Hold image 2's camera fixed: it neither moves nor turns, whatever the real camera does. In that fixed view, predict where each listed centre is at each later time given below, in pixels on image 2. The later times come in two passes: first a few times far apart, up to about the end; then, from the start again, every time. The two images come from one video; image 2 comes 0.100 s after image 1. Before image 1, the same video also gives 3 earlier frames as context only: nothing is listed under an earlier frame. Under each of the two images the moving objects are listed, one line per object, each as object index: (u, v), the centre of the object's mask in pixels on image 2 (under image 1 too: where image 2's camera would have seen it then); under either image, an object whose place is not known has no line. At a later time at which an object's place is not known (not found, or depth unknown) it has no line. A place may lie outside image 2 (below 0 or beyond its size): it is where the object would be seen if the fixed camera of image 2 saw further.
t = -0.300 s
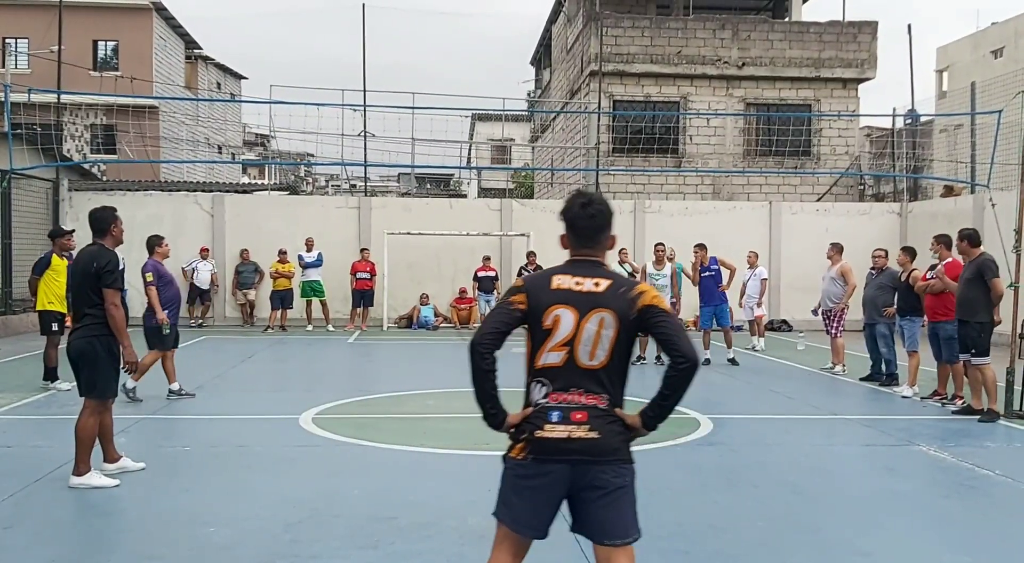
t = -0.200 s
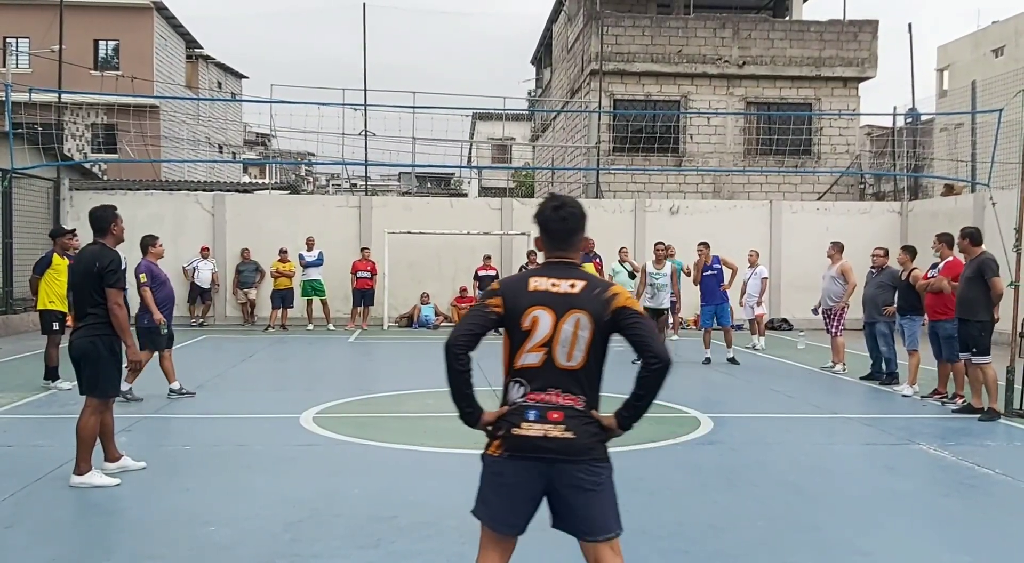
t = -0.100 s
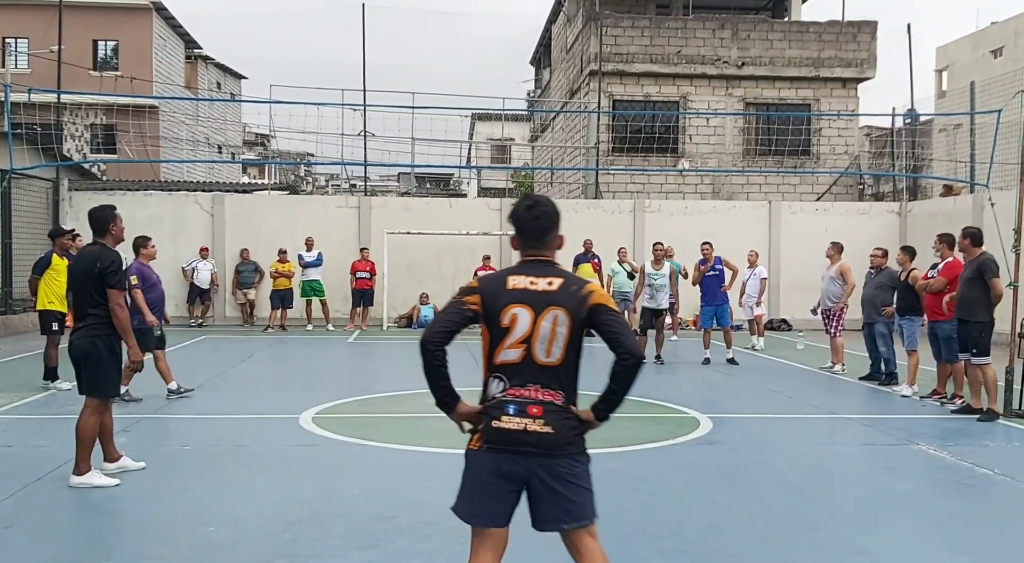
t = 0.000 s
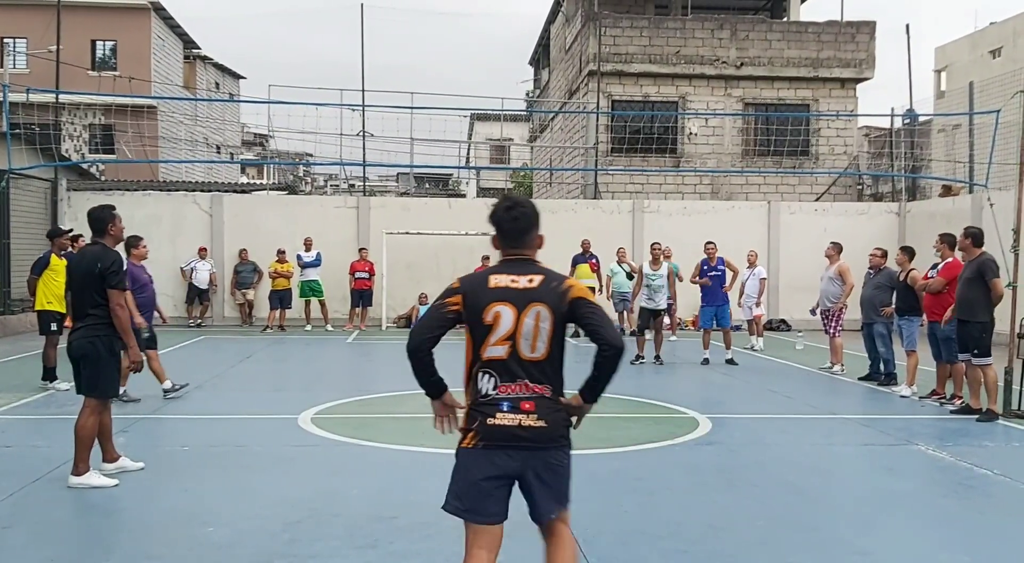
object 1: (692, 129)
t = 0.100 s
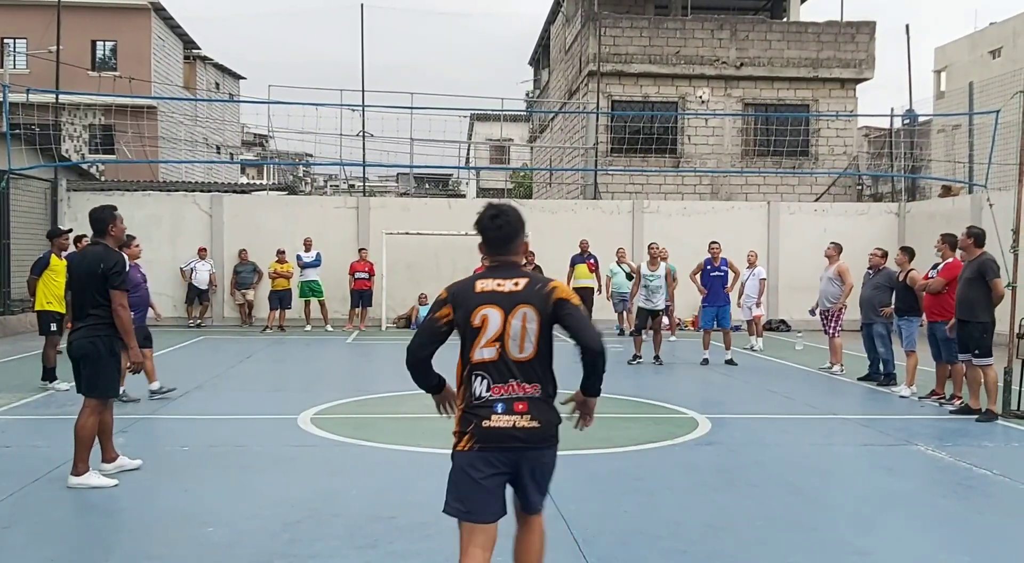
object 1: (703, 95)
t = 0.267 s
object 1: (723, 48)
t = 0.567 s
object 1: (767, 5)
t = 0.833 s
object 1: (822, 44)
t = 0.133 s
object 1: (707, 84)
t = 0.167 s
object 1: (711, 76)
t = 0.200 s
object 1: (715, 66)
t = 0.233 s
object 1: (719, 57)
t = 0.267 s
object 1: (723, 48)
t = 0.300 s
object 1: (727, 40)
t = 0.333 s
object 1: (732, 33)
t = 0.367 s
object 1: (736, 26)
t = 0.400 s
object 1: (741, 20)
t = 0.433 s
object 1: (746, 15)
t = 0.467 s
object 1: (751, 11)
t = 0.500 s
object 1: (756, 8)
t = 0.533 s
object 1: (762, 5)
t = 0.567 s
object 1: (767, 5)
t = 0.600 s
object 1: (773, 5)
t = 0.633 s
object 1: (779, 6)
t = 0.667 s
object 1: (783, 8)
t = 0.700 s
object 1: (791, 11)
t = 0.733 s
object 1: (798, 16)
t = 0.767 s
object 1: (806, 25)
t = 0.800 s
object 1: (814, 33)
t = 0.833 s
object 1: (822, 44)
